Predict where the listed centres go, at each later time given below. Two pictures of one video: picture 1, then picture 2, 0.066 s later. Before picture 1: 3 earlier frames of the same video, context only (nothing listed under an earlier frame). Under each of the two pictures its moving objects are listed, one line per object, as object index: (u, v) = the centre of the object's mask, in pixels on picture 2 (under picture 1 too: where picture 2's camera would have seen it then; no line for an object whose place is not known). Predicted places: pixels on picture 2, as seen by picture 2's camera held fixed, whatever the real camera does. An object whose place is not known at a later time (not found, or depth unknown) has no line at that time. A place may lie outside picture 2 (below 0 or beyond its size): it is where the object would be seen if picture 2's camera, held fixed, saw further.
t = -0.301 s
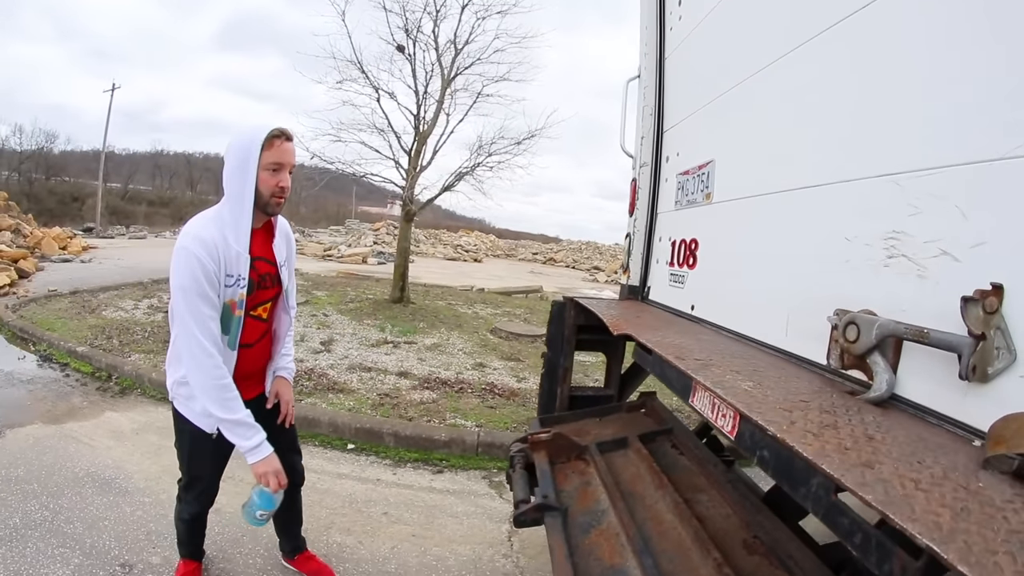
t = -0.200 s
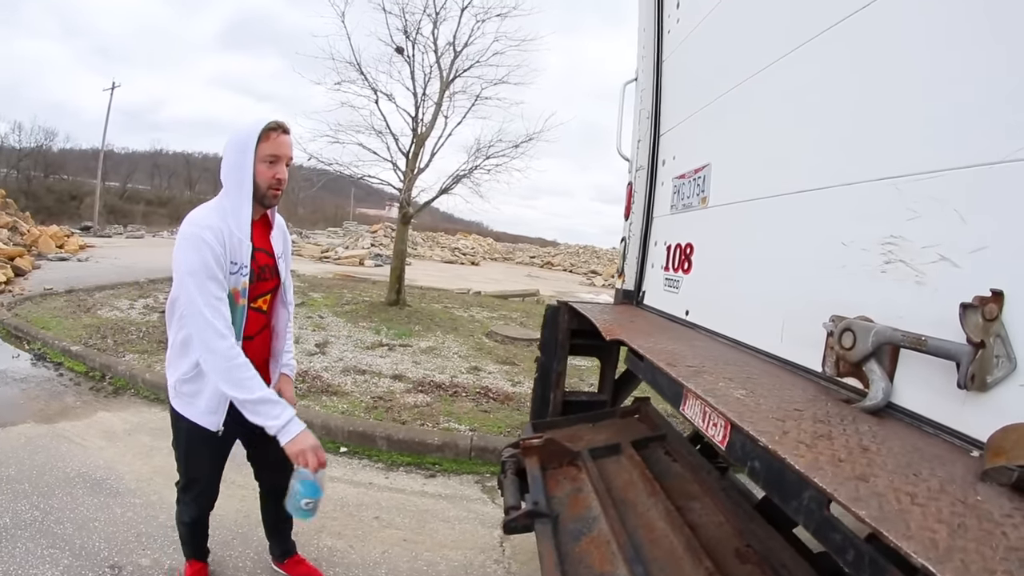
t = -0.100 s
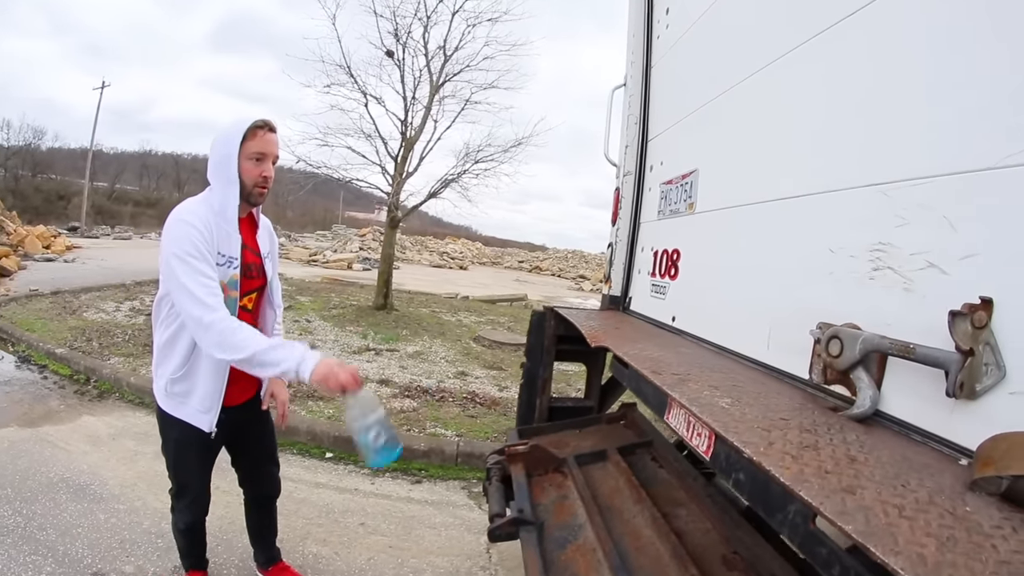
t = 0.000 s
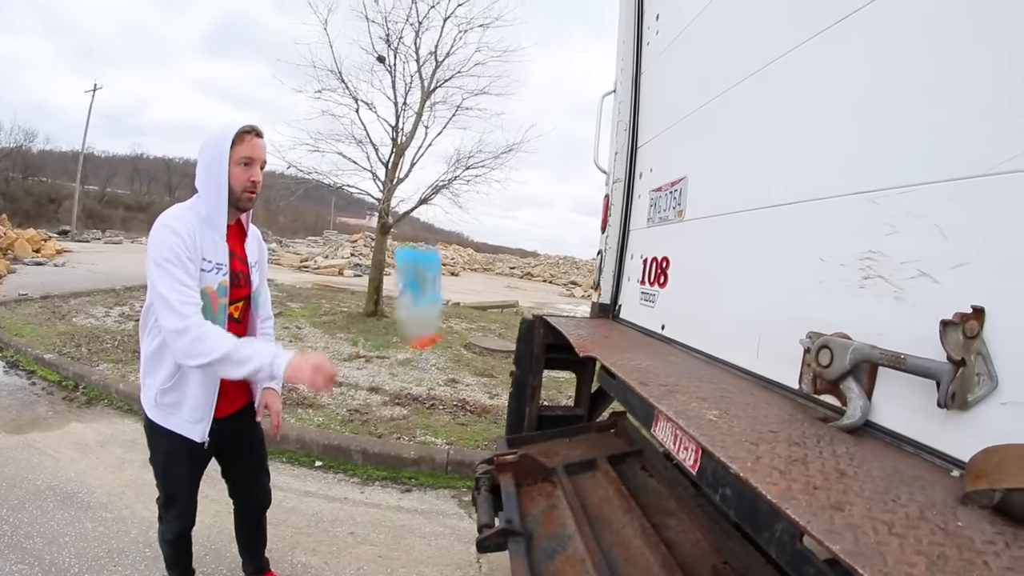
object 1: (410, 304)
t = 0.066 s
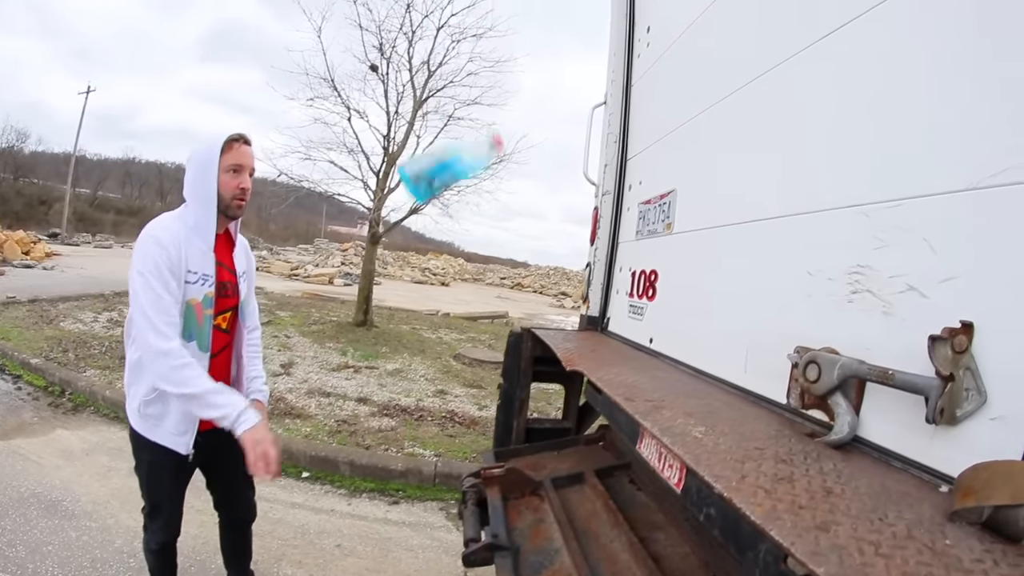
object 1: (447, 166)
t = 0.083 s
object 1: (452, 138)
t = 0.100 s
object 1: (455, 114)
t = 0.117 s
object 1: (458, 95)
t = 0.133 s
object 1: (461, 77)
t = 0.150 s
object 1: (465, 62)
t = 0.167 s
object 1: (470, 47)
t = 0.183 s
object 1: (472, 34)
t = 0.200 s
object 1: (476, 23)
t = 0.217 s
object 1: (481, 14)
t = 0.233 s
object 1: (488, 5)
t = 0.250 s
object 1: (492, -2)
